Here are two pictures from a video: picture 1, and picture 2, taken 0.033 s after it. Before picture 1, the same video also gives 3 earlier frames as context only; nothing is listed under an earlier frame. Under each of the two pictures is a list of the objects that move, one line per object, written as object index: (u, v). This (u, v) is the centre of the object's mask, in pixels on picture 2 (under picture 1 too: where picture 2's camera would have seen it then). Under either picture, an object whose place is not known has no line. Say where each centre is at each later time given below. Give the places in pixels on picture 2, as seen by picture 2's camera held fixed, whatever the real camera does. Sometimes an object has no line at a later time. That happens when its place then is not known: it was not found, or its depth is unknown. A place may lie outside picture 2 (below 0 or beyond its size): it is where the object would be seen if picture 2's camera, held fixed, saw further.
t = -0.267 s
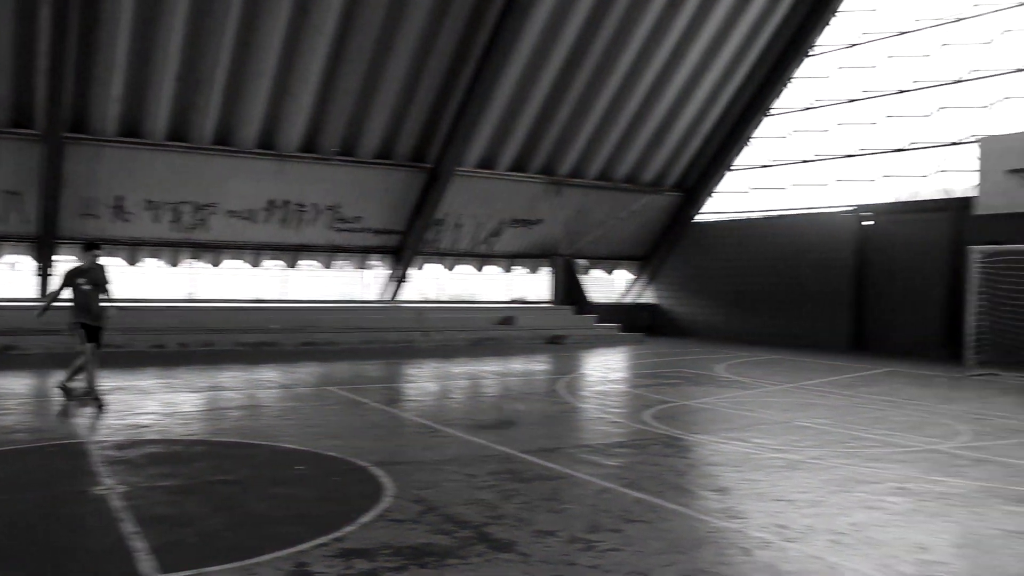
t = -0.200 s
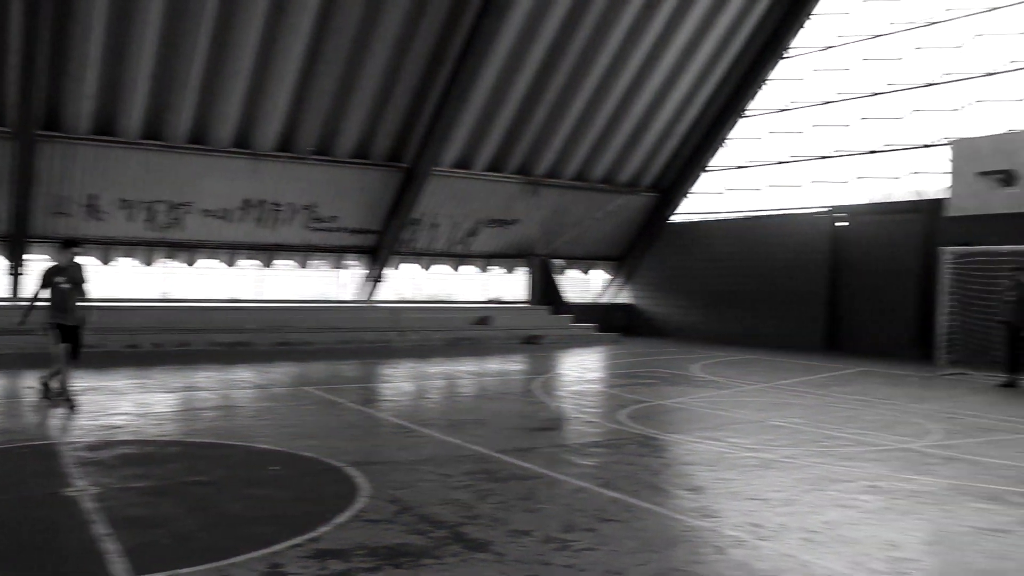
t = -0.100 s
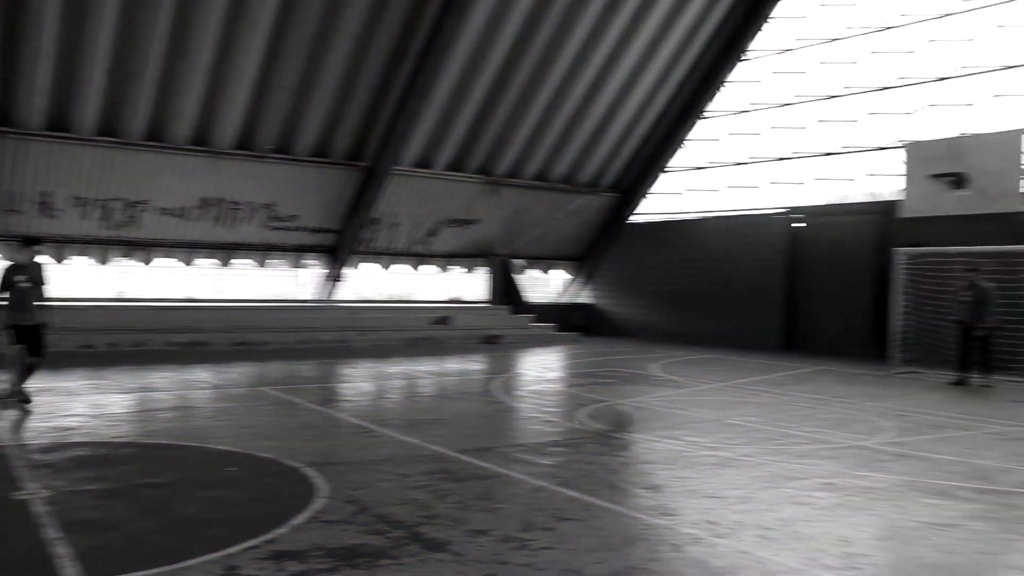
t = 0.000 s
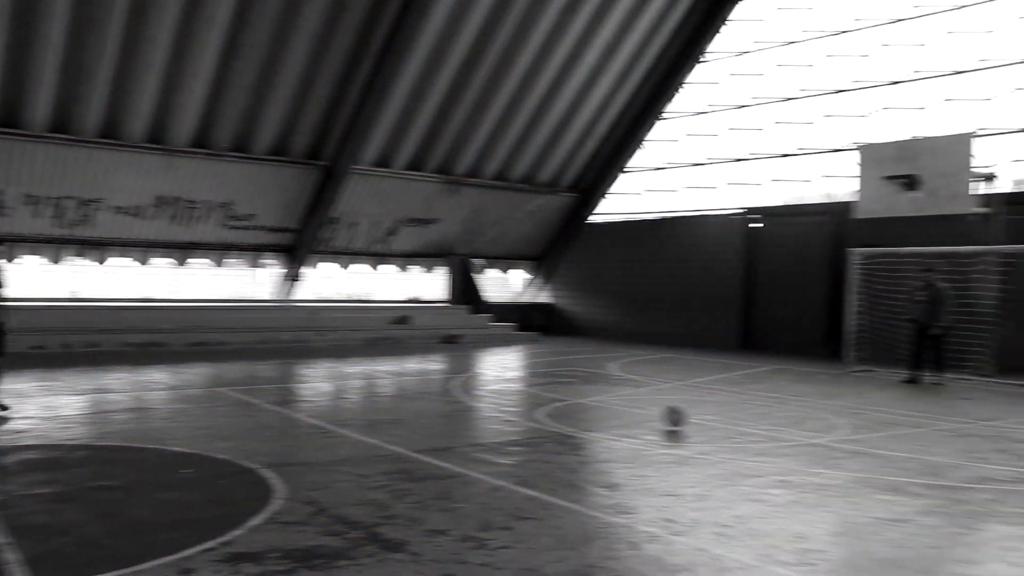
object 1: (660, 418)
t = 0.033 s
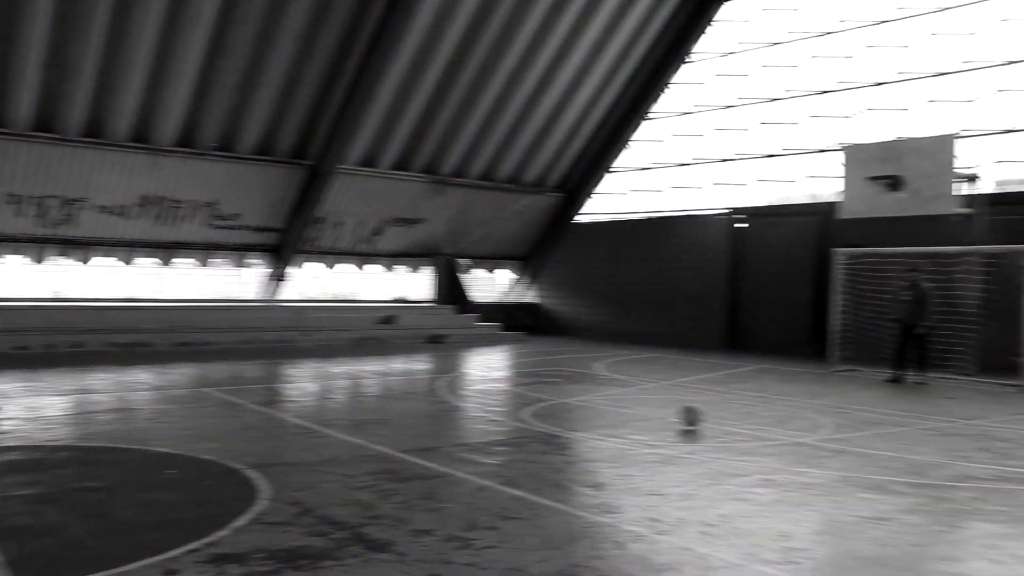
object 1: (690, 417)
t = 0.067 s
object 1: (720, 419)
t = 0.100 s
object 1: (750, 419)
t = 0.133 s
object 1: (779, 418)
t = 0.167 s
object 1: (806, 420)
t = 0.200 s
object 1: (832, 418)
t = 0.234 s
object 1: (858, 419)
